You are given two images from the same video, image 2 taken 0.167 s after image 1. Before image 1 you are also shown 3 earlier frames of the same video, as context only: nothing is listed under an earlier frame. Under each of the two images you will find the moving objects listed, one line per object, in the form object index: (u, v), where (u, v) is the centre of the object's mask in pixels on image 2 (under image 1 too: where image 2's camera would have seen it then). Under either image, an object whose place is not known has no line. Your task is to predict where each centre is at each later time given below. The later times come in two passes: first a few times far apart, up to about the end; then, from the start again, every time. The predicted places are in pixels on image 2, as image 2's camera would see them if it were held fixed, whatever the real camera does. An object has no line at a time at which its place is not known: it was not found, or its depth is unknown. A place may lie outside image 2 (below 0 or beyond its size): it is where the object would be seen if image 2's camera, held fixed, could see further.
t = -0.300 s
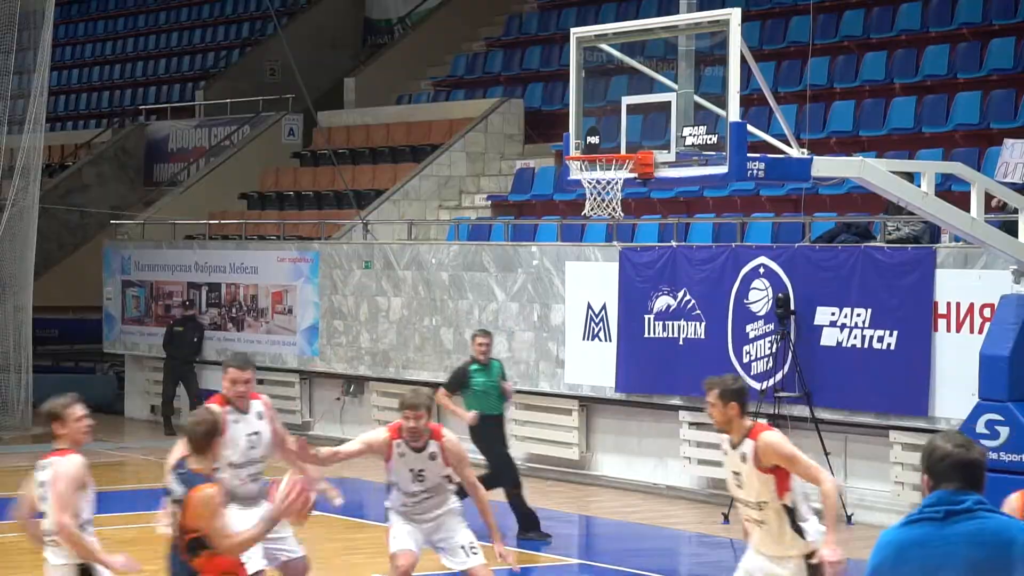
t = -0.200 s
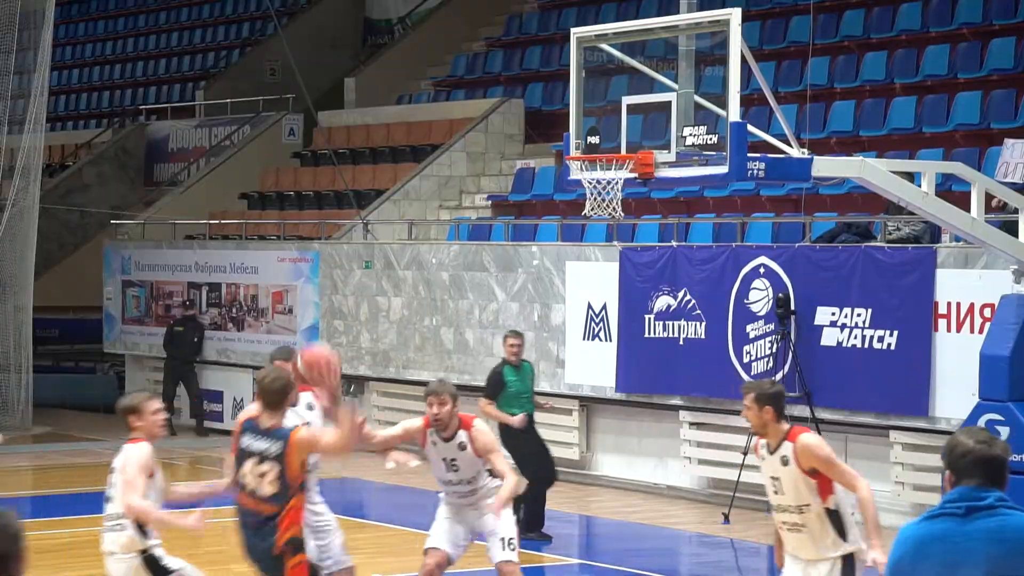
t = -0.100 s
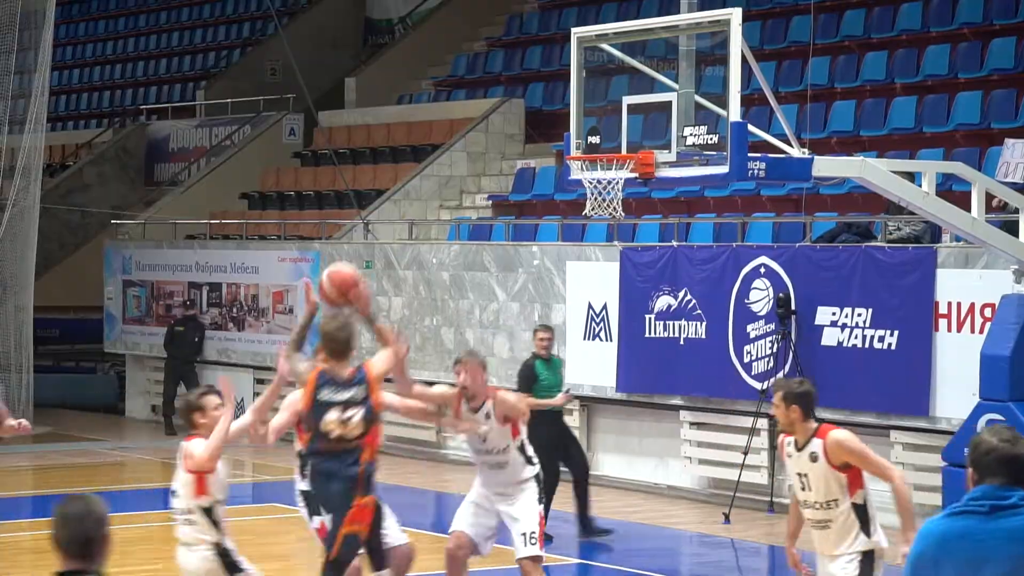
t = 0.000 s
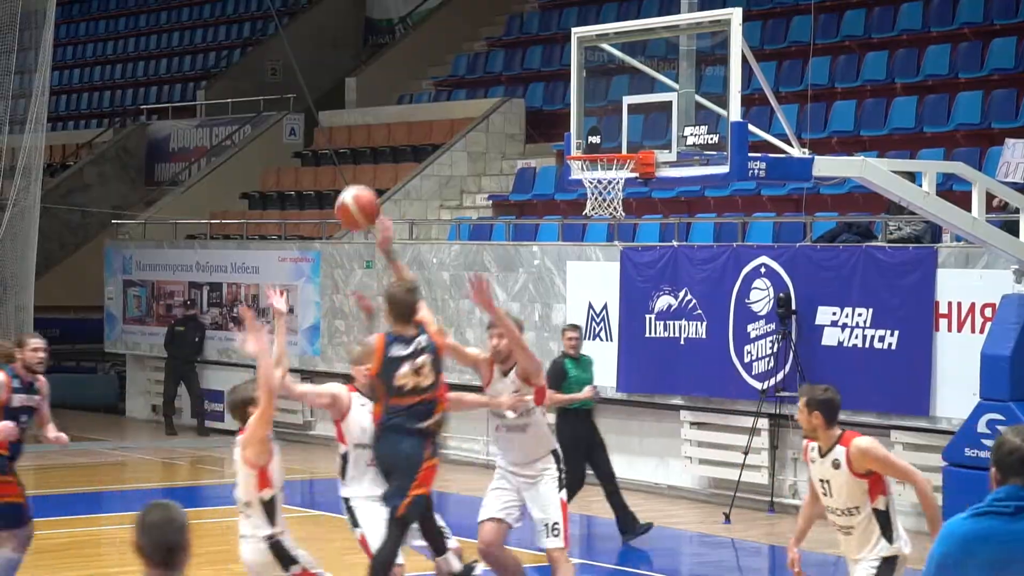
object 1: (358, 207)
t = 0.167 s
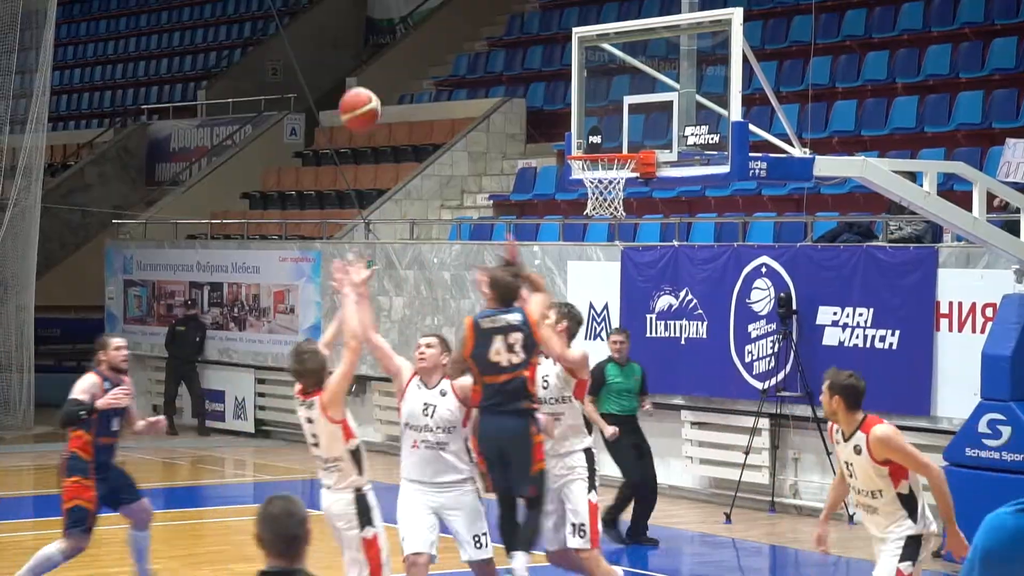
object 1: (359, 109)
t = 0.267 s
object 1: (360, 82)
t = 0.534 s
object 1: (357, 89)
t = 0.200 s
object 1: (359, 102)
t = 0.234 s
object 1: (360, 90)
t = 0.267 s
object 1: (360, 82)
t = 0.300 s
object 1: (360, 79)
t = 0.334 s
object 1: (360, 74)
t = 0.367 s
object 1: (359, 72)
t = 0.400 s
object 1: (359, 72)
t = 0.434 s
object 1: (359, 74)
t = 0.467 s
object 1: (358, 78)
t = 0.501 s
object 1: (358, 82)
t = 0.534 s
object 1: (357, 89)
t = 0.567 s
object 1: (356, 98)
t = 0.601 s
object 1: (356, 104)
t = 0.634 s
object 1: (356, 118)
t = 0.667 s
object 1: (356, 135)
